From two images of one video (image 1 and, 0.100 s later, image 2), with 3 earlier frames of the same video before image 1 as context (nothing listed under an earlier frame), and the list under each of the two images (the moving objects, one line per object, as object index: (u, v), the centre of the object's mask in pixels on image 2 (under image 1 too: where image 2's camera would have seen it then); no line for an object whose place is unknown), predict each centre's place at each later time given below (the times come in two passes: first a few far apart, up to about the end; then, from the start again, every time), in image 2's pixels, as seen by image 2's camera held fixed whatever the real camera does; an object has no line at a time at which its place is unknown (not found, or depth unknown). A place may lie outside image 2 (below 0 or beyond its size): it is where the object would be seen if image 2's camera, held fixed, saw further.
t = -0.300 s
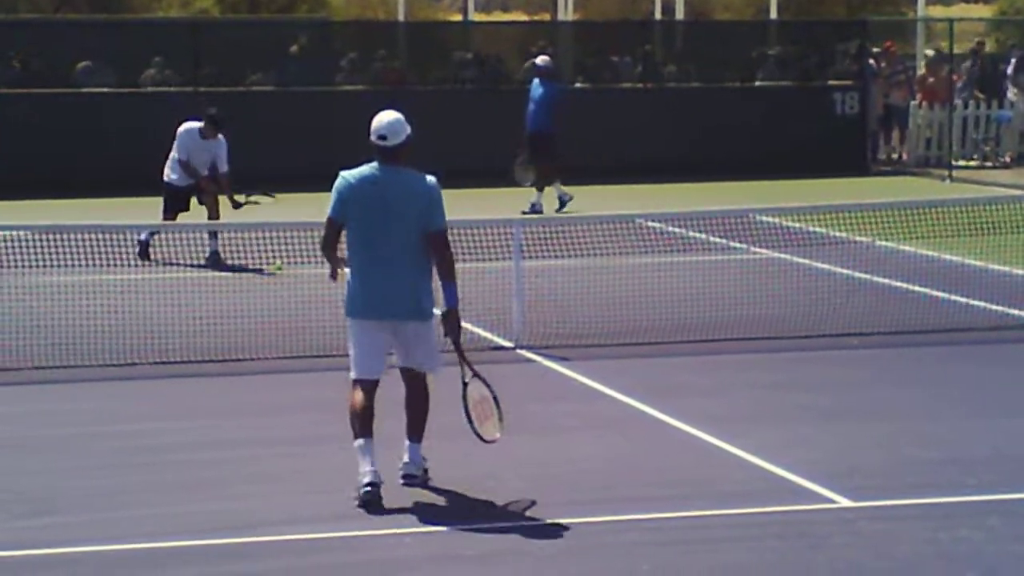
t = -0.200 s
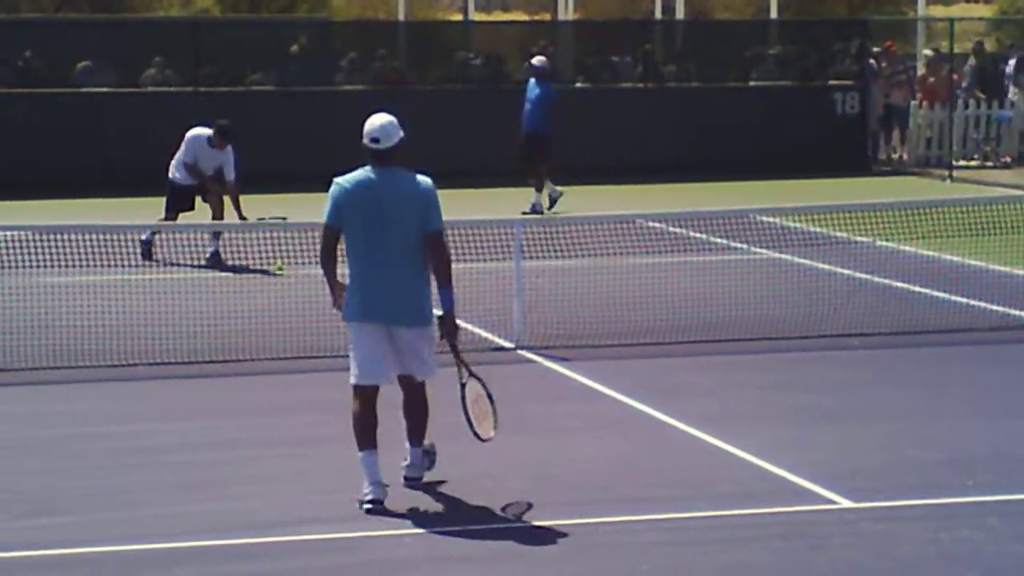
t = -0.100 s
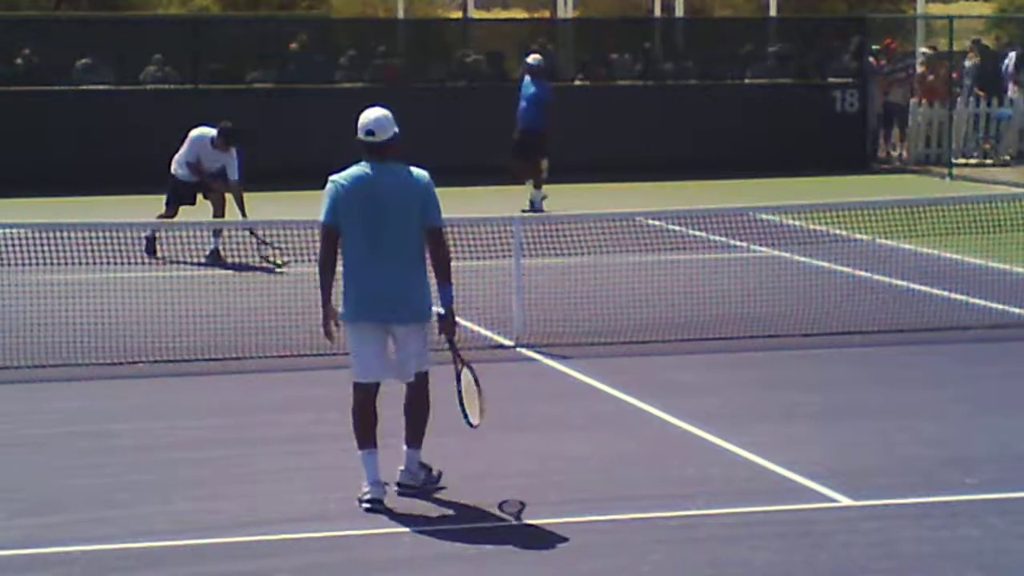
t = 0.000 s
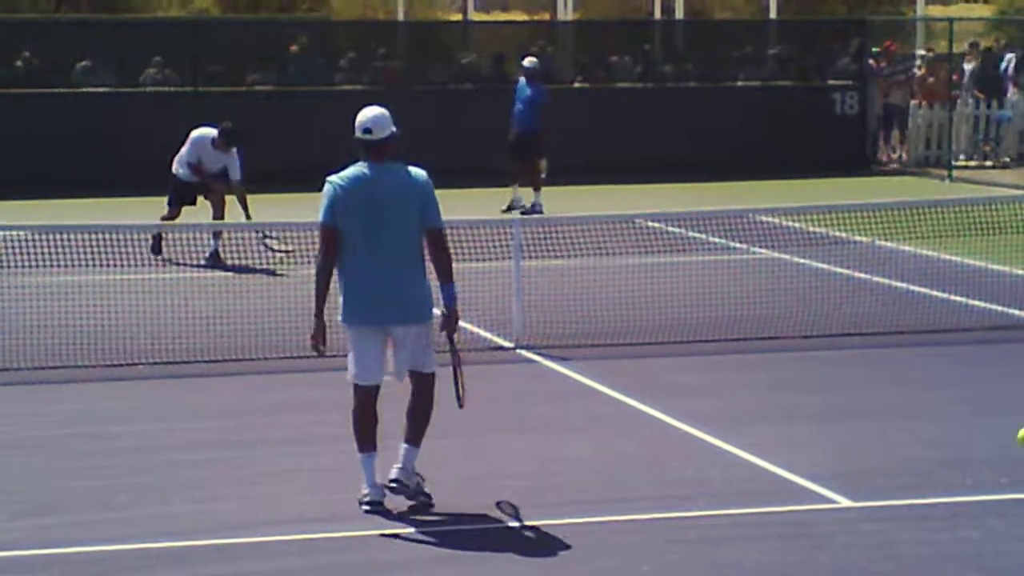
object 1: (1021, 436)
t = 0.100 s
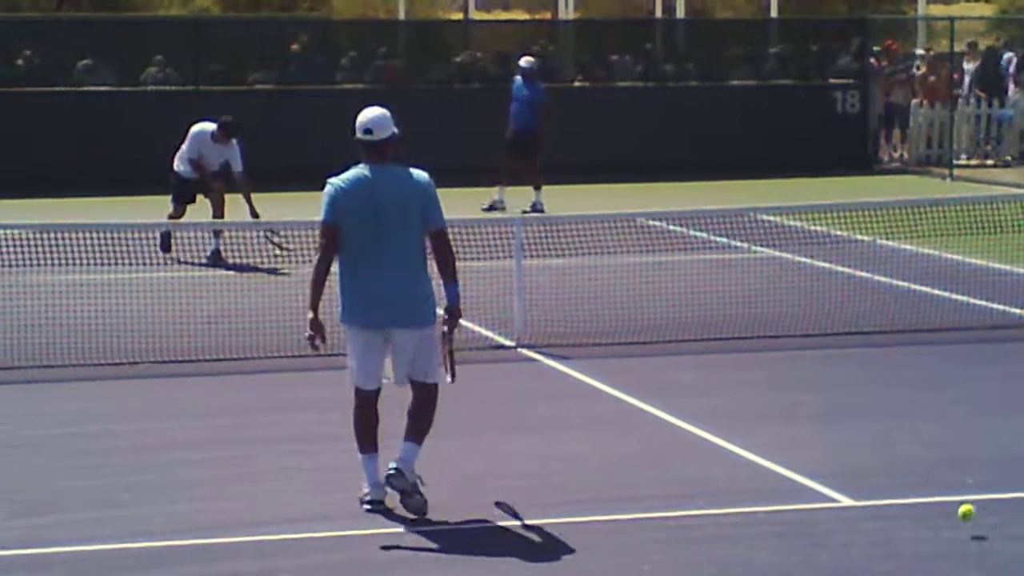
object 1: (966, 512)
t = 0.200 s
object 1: (936, 429)
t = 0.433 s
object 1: (858, 324)
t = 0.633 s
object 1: (788, 327)
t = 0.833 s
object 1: (726, 424)
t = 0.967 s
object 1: (684, 538)
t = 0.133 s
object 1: (956, 480)
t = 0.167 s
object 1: (944, 452)
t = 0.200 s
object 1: (936, 429)
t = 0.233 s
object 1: (922, 408)
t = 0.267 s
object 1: (914, 386)
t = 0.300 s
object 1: (903, 370)
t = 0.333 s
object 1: (886, 355)
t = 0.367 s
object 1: (877, 338)
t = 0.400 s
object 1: (871, 331)
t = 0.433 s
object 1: (858, 324)
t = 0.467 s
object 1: (846, 319)
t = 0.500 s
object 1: (834, 317)
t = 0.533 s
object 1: (823, 313)
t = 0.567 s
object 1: (814, 317)
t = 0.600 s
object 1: (803, 325)
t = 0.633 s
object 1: (788, 327)
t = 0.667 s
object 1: (778, 336)
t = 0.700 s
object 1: (769, 348)
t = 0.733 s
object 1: (754, 365)
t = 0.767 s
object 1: (745, 378)
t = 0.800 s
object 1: (734, 401)
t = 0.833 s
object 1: (726, 424)
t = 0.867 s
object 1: (710, 447)
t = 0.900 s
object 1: (702, 476)
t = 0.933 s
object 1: (688, 504)
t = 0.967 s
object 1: (684, 538)
